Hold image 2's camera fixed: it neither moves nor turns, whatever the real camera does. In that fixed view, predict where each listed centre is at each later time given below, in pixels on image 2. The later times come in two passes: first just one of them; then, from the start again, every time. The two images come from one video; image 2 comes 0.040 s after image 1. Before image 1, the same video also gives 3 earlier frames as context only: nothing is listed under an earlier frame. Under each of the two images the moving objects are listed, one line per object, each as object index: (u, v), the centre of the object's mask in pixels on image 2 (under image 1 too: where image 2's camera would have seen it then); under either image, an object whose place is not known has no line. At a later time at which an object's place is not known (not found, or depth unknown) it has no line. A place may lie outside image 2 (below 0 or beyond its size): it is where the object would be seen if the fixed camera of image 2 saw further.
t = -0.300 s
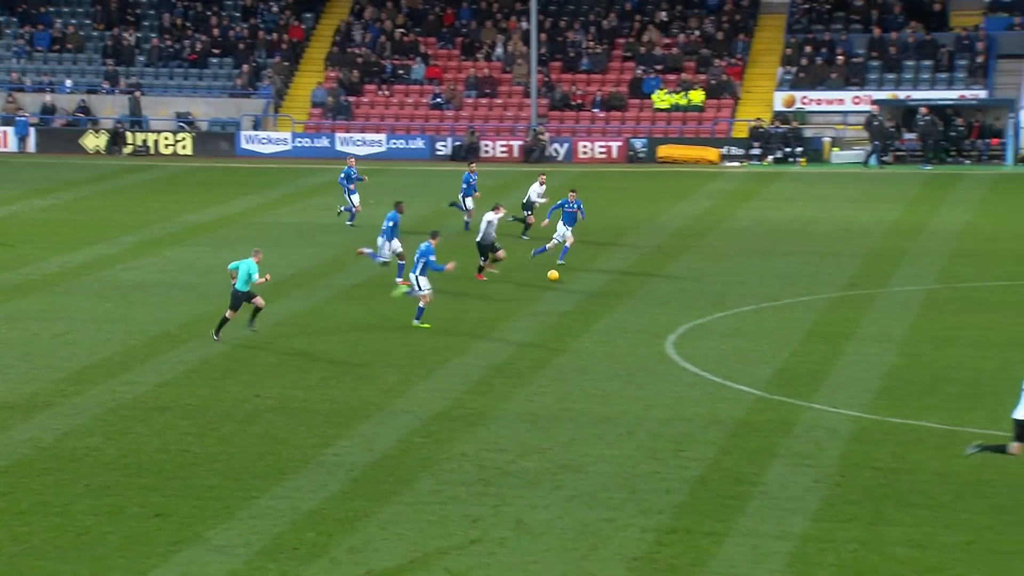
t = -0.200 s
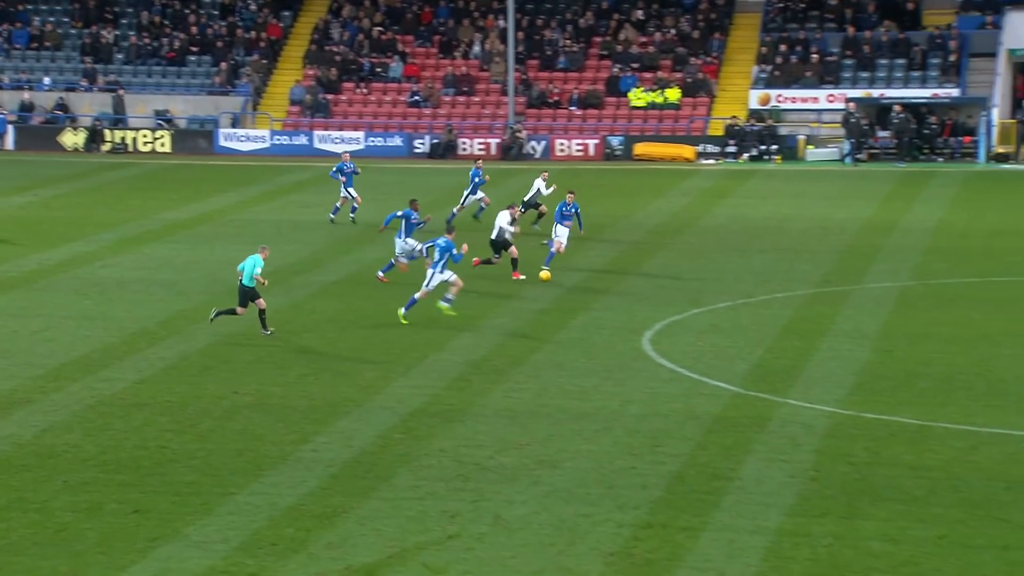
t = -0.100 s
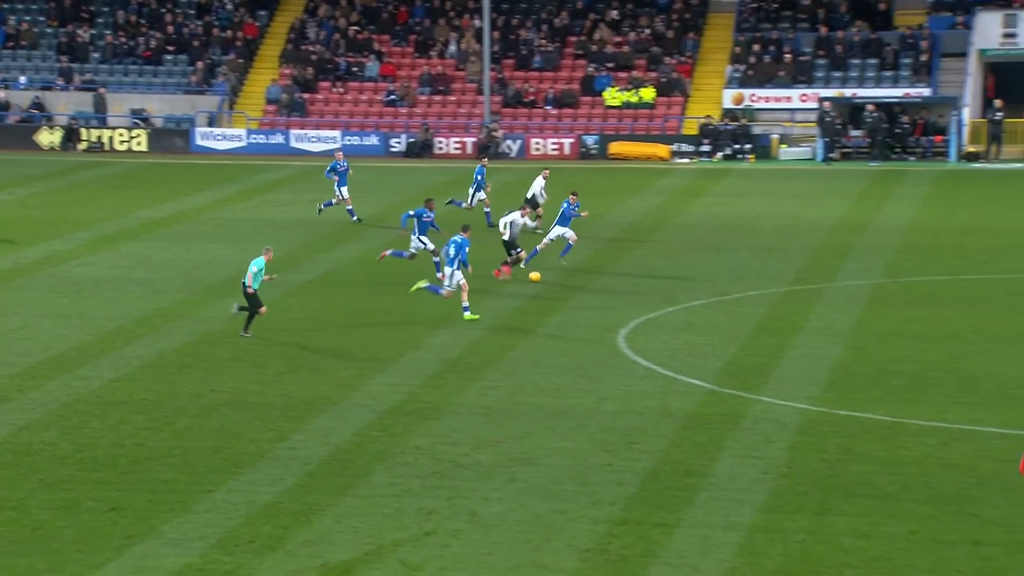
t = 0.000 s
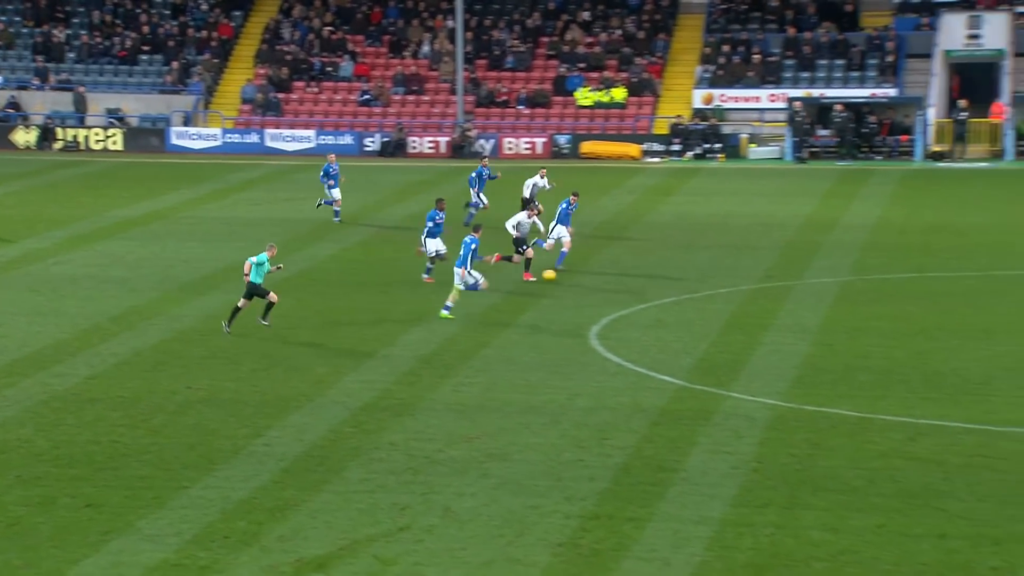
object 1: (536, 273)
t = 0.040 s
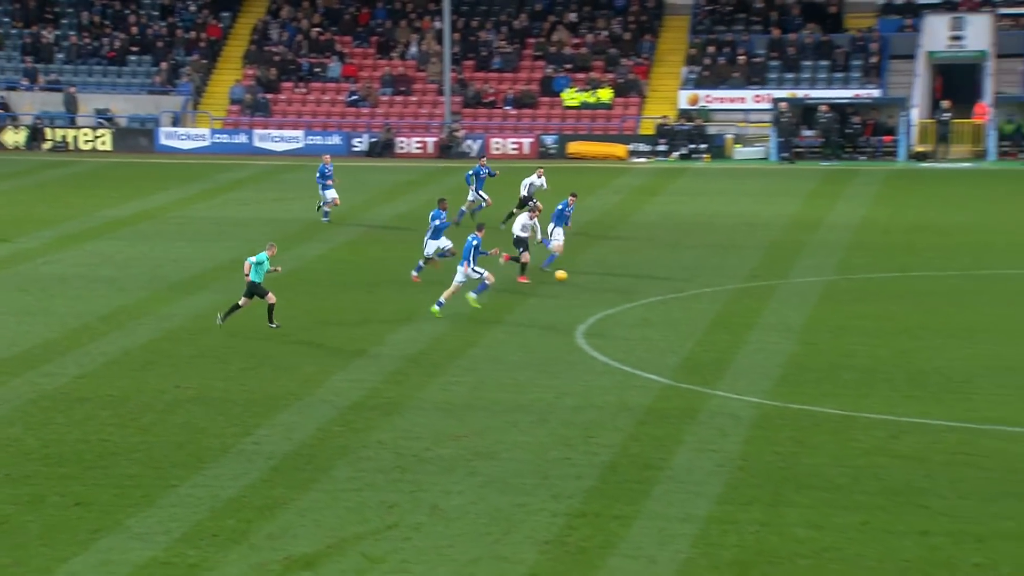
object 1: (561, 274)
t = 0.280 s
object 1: (700, 282)
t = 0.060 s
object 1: (572, 275)
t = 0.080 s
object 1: (585, 277)
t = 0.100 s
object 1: (597, 278)
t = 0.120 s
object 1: (609, 279)
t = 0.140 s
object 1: (621, 279)
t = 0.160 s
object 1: (633, 279)
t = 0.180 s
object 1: (644, 279)
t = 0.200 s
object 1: (655, 279)
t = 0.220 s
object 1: (666, 279)
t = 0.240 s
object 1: (677, 280)
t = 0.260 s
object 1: (689, 281)
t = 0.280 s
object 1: (700, 282)
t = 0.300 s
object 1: (711, 283)
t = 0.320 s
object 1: (723, 283)
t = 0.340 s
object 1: (734, 284)
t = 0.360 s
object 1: (744, 284)
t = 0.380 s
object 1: (755, 284)
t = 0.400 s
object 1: (766, 285)
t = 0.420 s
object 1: (776, 285)
